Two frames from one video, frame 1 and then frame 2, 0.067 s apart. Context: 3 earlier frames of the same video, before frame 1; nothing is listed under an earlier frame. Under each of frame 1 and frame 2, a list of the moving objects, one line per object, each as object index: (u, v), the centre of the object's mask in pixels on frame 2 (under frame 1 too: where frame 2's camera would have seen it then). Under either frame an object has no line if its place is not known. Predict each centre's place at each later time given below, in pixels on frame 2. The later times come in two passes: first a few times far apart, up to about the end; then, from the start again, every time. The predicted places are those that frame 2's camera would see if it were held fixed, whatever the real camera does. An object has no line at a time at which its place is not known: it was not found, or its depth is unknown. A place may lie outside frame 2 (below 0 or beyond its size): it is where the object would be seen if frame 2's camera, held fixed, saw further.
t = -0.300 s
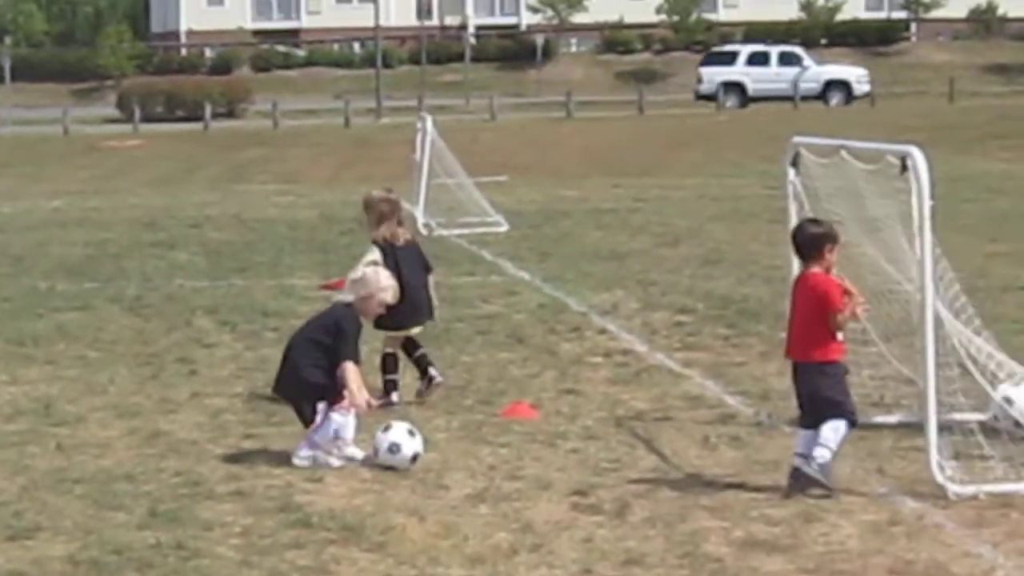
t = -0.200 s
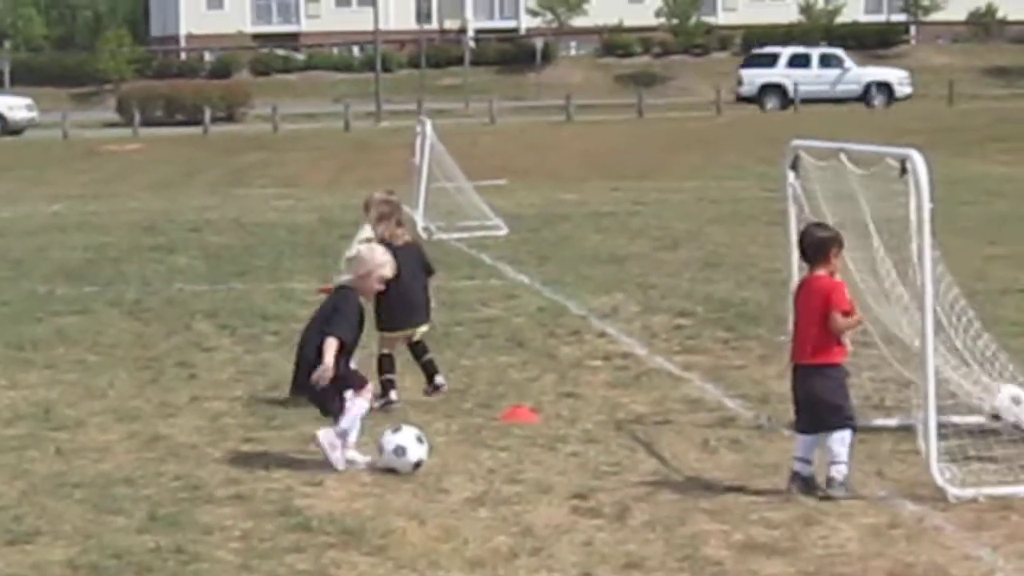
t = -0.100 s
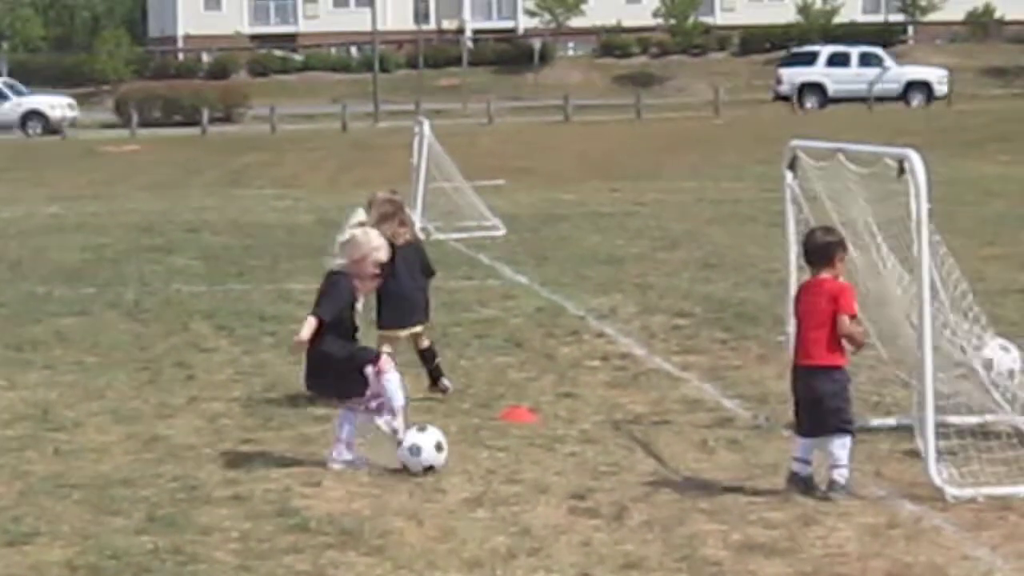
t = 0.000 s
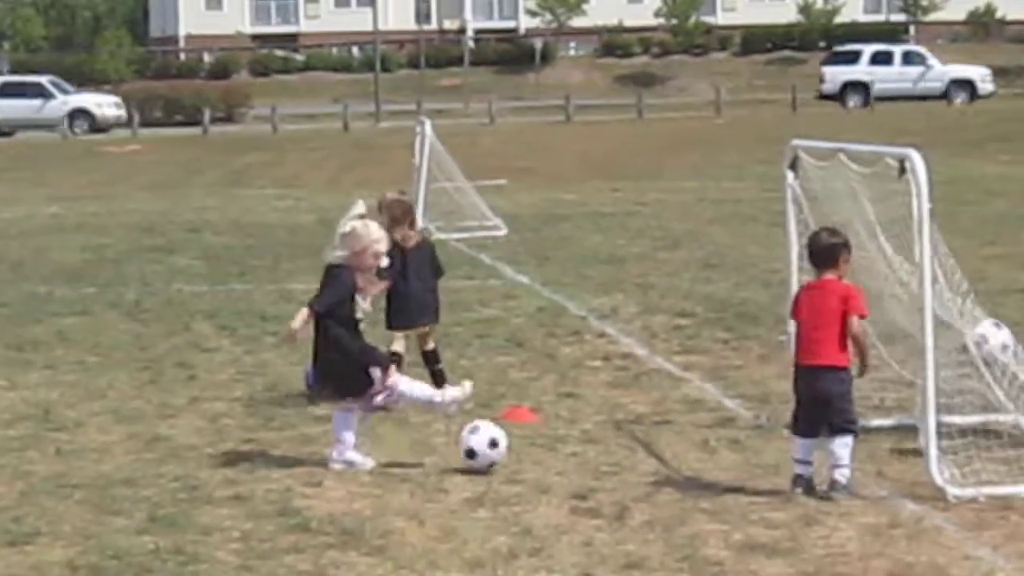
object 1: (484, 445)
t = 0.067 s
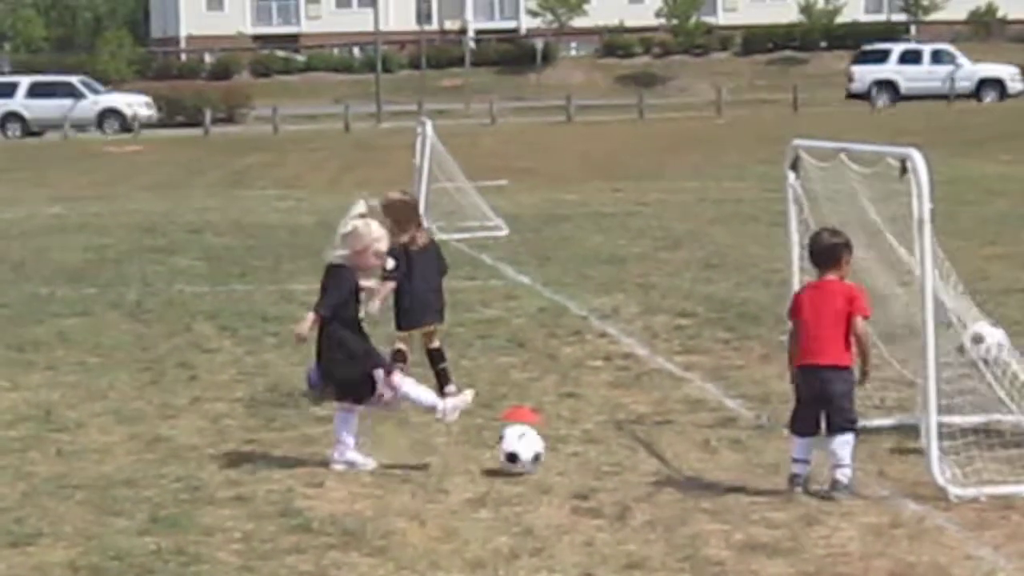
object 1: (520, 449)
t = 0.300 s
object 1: (631, 443)
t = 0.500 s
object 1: (724, 443)
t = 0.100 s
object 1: (535, 448)
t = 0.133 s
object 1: (550, 445)
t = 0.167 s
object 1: (567, 444)
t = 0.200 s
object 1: (584, 448)
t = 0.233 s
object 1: (599, 449)
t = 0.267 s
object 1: (615, 445)
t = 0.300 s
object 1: (631, 443)
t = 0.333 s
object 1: (648, 440)
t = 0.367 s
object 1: (662, 445)
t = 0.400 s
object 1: (677, 447)
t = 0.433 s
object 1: (694, 448)
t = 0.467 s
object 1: (709, 447)
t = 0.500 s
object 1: (724, 443)
